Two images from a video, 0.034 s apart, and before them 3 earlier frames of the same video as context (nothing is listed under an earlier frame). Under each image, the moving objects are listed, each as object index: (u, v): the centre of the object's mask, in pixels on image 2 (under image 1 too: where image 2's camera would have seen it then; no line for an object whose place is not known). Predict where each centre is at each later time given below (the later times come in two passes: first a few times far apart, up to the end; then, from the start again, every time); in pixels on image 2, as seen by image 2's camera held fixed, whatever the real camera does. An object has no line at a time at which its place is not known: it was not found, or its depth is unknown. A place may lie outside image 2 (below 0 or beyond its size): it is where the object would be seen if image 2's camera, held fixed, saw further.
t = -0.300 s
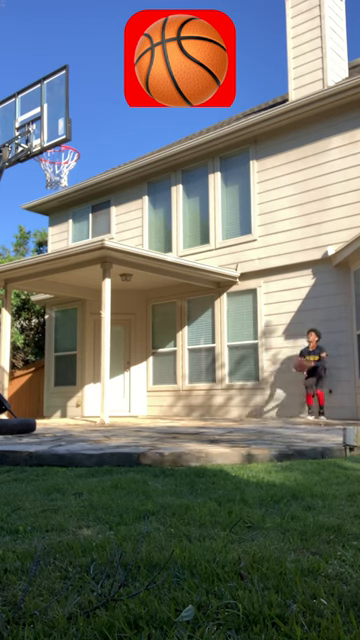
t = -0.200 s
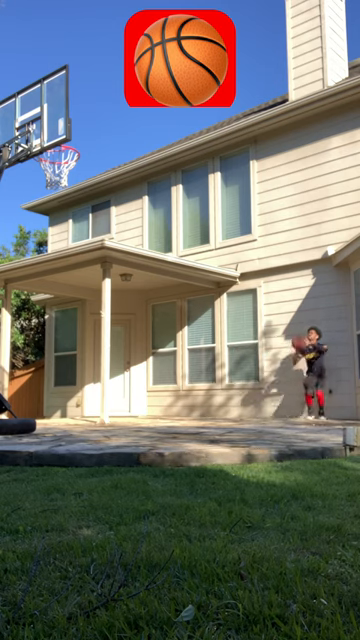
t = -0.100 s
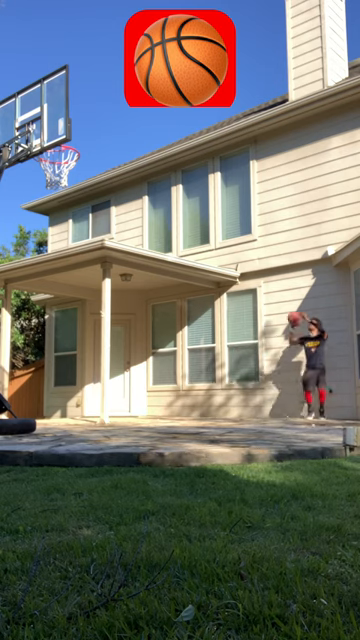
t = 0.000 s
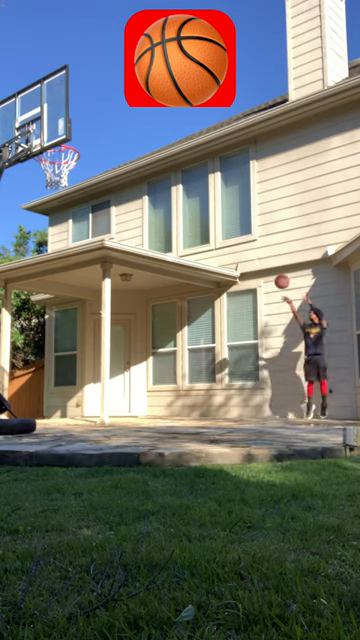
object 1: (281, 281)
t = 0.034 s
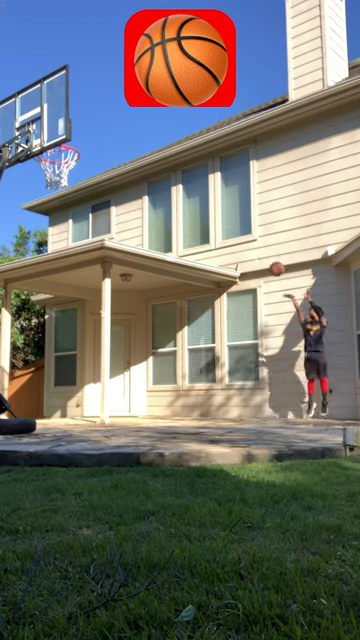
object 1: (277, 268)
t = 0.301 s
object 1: (230, 185)
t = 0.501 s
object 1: (191, 148)
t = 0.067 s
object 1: (271, 256)
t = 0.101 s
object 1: (265, 245)
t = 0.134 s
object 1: (259, 234)
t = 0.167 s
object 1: (254, 223)
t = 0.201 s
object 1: (247, 213)
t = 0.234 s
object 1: (242, 203)
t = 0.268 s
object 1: (236, 194)
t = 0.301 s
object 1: (230, 185)
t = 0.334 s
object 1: (224, 178)
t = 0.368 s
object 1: (217, 170)
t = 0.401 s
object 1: (211, 164)
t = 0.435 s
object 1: (204, 157)
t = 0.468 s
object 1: (199, 152)
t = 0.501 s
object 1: (191, 148)
